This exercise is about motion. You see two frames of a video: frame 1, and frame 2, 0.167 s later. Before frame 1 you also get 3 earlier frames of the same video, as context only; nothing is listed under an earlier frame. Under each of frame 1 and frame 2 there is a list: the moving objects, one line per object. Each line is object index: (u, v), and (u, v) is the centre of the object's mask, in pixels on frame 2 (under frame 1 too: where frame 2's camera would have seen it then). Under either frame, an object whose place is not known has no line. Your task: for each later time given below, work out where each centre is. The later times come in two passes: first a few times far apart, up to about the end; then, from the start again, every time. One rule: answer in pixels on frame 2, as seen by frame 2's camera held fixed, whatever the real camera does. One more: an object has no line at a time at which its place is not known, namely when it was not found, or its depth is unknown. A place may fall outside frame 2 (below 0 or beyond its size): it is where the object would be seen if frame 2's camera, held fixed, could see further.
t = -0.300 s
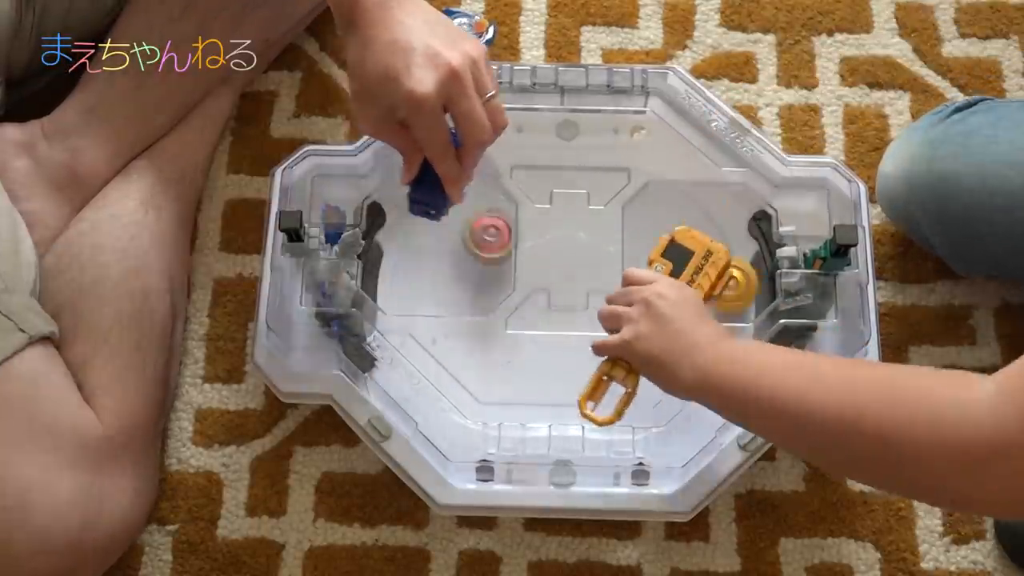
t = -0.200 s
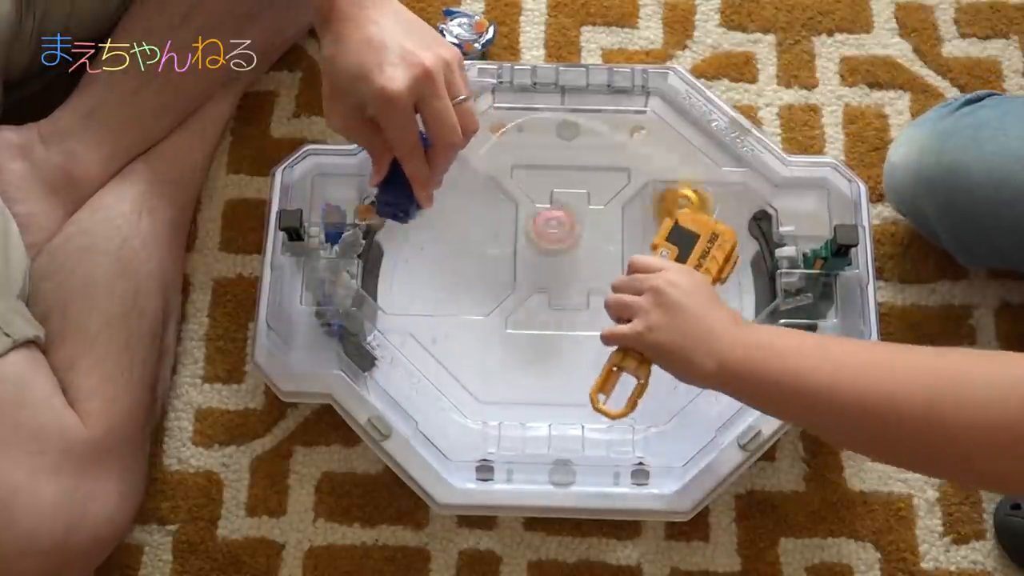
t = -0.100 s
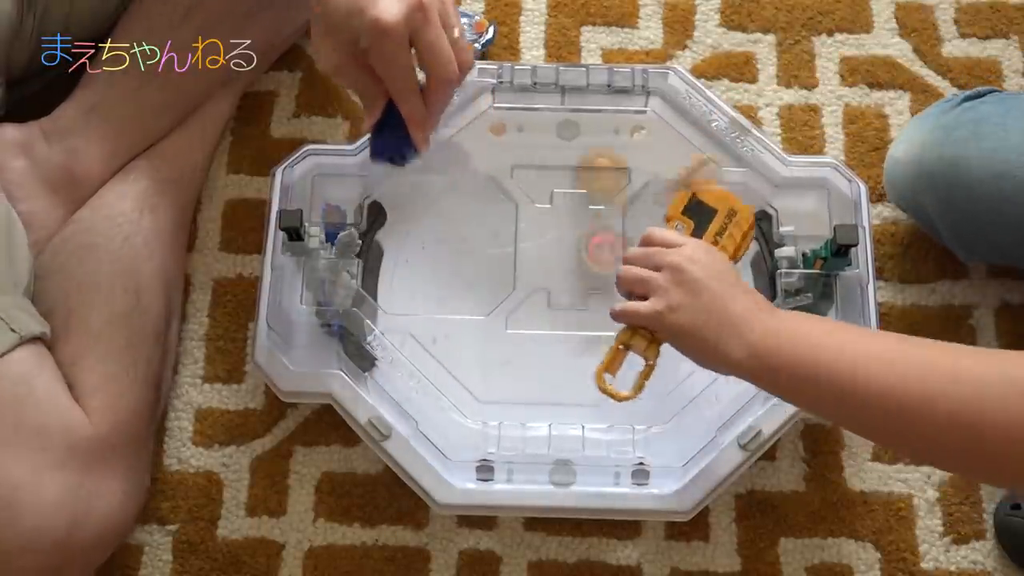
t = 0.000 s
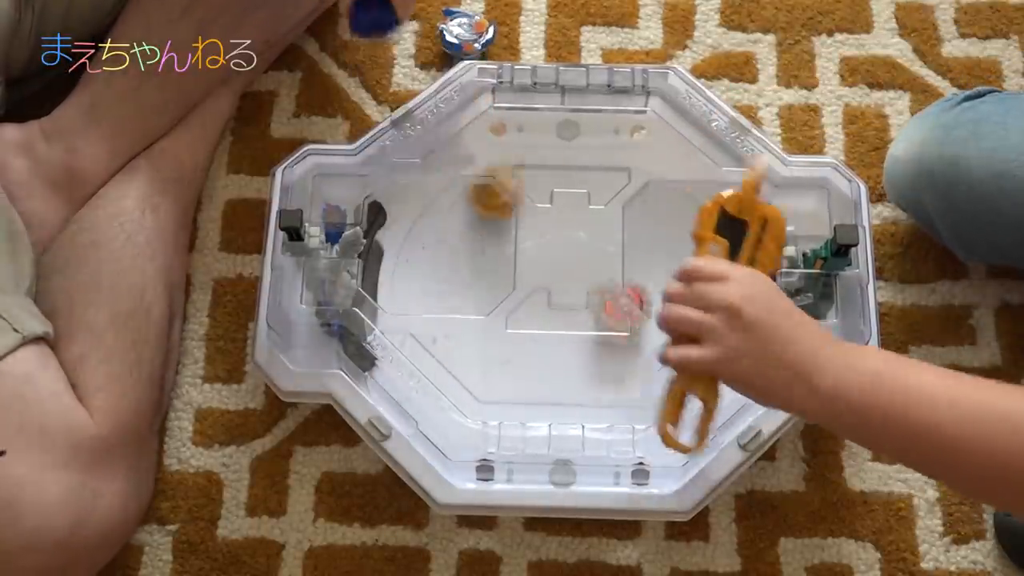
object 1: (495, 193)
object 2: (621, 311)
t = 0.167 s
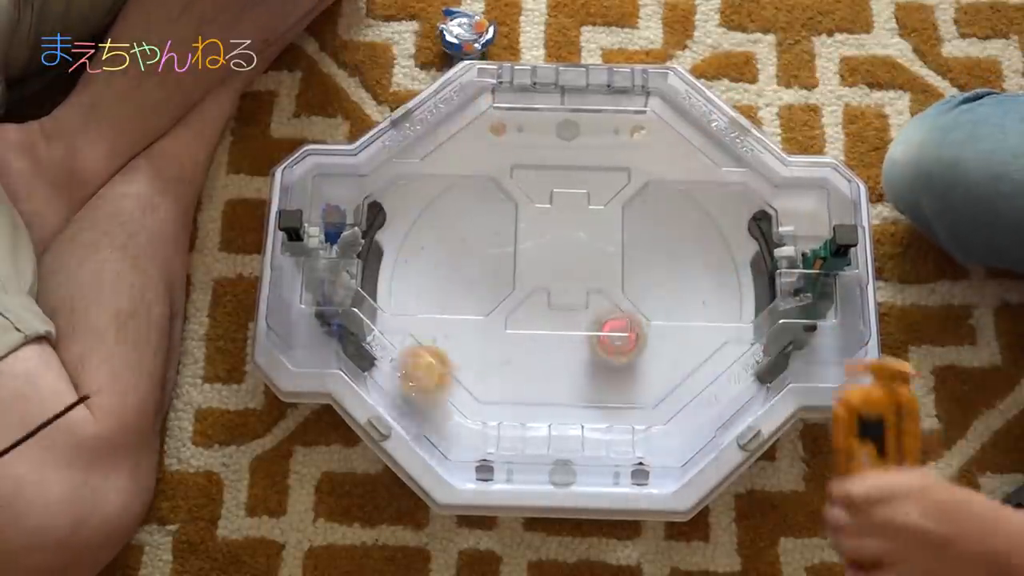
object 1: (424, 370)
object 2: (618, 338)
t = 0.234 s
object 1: (537, 419)
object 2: (609, 322)
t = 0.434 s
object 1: (726, 258)
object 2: (581, 284)
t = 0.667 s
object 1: (464, 201)
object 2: (580, 278)
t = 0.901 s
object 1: (547, 436)
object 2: (519, 256)
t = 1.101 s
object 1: (705, 327)
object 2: (485, 271)
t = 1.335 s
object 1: (488, 169)
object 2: (501, 304)
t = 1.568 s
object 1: (438, 371)
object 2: (545, 300)
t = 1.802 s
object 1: (605, 310)
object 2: (550, 253)
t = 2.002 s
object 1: (530, 160)
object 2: (528, 245)
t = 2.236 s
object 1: (415, 328)
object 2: (522, 266)
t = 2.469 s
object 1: (624, 330)
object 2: (561, 281)
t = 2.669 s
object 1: (661, 176)
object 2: (588, 265)
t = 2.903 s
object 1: (485, 192)
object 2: (588, 260)
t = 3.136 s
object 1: (547, 350)
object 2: (586, 270)
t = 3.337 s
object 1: (722, 324)
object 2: (601, 276)
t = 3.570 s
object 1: (656, 205)
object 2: (607, 276)
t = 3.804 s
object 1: (525, 245)
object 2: (603, 342)
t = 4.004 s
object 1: (547, 344)
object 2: (656, 380)
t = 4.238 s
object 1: (631, 318)
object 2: (728, 354)
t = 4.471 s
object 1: (522, 256)
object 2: (671, 276)
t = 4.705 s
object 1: (455, 328)
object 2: (585, 291)
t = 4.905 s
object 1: (520, 377)
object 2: (573, 329)
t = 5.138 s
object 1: (450, 380)
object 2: (728, 257)
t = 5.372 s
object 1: (462, 355)
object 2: (638, 189)
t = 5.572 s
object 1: (438, 276)
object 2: (557, 223)
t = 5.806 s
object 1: (429, 209)
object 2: (537, 271)
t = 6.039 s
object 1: (483, 215)
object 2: (543, 282)
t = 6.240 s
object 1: (565, 219)
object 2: (547, 281)
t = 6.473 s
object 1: (657, 248)
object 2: (555, 276)
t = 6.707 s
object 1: (728, 266)
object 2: (564, 277)
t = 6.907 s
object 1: (703, 279)
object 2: (572, 278)
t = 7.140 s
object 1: (631, 335)
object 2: (581, 276)
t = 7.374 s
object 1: (571, 385)
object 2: (585, 281)
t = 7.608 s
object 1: (543, 359)
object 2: (586, 284)
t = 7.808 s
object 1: (495, 304)
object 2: (588, 285)
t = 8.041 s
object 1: (447, 253)
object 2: (587, 284)
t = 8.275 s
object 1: (467, 253)
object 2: (583, 280)
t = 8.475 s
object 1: (525, 233)
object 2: (595, 292)
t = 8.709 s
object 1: (507, 148)
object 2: (724, 374)
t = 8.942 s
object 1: (529, 158)
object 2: (731, 361)
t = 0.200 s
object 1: (474, 409)
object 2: (613, 333)
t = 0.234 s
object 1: (537, 419)
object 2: (609, 322)
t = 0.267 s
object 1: (601, 403)
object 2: (605, 314)
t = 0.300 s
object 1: (659, 397)
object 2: (601, 307)
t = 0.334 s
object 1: (708, 376)
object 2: (595, 296)
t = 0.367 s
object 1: (721, 337)
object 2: (588, 289)
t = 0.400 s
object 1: (728, 297)
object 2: (583, 285)
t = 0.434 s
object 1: (726, 258)
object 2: (581, 284)
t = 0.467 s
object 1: (711, 224)
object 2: (581, 283)
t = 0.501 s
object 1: (689, 196)
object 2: (582, 283)
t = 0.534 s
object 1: (655, 172)
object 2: (584, 283)
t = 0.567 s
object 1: (610, 164)
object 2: (584, 282)
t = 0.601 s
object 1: (562, 166)
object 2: (584, 282)
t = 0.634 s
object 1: (509, 181)
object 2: (582, 280)
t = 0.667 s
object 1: (464, 201)
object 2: (580, 278)
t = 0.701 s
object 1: (427, 228)
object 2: (575, 276)
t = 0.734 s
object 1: (402, 265)
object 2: (569, 274)
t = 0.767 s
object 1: (395, 305)
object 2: (560, 265)
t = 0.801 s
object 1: (410, 352)
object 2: (550, 263)
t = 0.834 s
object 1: (445, 394)
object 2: (538, 259)
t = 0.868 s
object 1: (498, 421)
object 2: (530, 259)
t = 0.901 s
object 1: (547, 436)
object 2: (519, 256)
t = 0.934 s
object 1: (599, 436)
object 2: (511, 256)
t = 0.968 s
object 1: (646, 433)
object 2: (503, 257)
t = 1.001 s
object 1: (684, 424)
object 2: (498, 260)
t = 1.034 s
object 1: (701, 396)
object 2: (490, 263)
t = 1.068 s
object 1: (709, 360)
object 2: (487, 267)
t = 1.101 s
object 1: (705, 327)
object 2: (485, 271)
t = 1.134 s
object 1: (692, 297)
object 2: (484, 278)
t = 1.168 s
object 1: (674, 268)
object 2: (484, 283)
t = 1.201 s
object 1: (649, 242)
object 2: (485, 287)
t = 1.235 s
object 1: (617, 215)
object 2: (486, 290)
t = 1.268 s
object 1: (579, 195)
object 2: (489, 295)
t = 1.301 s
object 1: (533, 180)
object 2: (495, 300)
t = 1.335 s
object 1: (488, 169)
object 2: (501, 304)
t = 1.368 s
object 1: (453, 180)
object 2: (507, 307)
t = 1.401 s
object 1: (431, 207)
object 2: (512, 308)
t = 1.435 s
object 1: (411, 236)
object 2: (521, 308)
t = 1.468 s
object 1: (399, 270)
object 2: (528, 307)
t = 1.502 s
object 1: (411, 314)
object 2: (533, 306)
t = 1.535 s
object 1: (423, 346)
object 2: (537, 305)
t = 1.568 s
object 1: (438, 371)
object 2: (545, 300)
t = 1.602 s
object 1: (457, 390)
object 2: (549, 292)
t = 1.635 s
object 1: (480, 397)
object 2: (551, 284)
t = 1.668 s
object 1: (510, 396)
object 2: (553, 273)
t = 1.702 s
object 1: (539, 387)
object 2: (555, 265)
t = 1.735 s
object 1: (566, 368)
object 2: (554, 260)
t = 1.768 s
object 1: (587, 341)
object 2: (552, 257)
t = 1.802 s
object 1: (605, 310)
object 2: (550, 253)
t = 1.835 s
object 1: (613, 279)
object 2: (549, 248)
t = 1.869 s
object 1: (612, 249)
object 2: (546, 247)
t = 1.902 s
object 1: (601, 217)
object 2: (541, 246)
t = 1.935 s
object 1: (584, 190)
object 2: (538, 245)
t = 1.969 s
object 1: (560, 168)
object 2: (532, 243)
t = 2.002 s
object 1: (530, 160)
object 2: (528, 245)
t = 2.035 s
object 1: (494, 167)
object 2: (524, 246)
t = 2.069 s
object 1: (459, 185)
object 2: (520, 249)
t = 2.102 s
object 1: (430, 208)
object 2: (520, 252)
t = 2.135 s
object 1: (410, 237)
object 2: (520, 254)
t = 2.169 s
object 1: (402, 269)
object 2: (519, 259)
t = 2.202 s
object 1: (404, 300)
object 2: (519, 262)
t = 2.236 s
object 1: (415, 328)
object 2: (522, 266)
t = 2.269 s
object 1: (433, 350)
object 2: (526, 271)
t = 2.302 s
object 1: (459, 364)
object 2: (530, 272)
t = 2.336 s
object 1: (492, 372)
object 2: (535, 278)
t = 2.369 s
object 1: (526, 372)
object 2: (539, 279)
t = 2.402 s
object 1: (562, 361)
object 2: (546, 282)
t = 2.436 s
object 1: (595, 348)
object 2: (553, 282)
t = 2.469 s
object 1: (624, 330)
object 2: (561, 281)
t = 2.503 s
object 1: (648, 304)
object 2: (568, 278)
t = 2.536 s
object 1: (663, 280)
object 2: (576, 271)
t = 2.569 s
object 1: (673, 253)
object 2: (581, 268)
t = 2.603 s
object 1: (678, 224)
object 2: (585, 267)
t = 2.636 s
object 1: (676, 194)
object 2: (587, 266)
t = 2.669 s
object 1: (661, 176)
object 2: (588, 265)
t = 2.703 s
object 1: (634, 177)
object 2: (589, 262)
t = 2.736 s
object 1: (609, 173)
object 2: (589, 262)
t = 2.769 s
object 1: (585, 169)
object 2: (590, 262)
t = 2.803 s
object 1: (558, 169)
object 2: (589, 261)
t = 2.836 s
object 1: (533, 174)
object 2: (589, 261)
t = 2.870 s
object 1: (508, 179)
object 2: (588, 261)
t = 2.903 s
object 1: (485, 192)
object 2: (588, 260)
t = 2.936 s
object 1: (470, 209)
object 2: (586, 261)
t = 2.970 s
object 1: (465, 232)
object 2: (586, 261)
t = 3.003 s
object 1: (468, 258)
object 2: (585, 263)
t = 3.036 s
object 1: (477, 286)
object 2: (585, 264)
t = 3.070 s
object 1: (494, 312)
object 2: (585, 266)
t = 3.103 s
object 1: (519, 335)
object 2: (585, 268)
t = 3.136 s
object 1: (547, 350)
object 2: (586, 270)
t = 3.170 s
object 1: (580, 360)
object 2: (587, 272)
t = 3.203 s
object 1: (614, 365)
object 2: (589, 273)
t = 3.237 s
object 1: (647, 360)
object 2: (590, 278)
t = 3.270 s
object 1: (674, 351)
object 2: (591, 279)
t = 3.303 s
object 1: (700, 338)
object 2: (595, 279)
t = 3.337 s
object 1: (722, 324)
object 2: (601, 276)
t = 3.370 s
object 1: (738, 299)
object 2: (603, 277)
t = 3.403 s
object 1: (725, 278)
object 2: (604, 276)
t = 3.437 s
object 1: (710, 254)
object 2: (605, 276)
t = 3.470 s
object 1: (697, 236)
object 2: (607, 277)
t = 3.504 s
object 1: (687, 222)
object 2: (608, 276)
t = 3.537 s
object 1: (674, 212)
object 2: (608, 276)
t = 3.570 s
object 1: (656, 205)
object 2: (607, 276)
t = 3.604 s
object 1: (632, 204)
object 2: (606, 276)
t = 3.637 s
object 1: (609, 210)
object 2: (605, 277)
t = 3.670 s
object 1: (589, 219)
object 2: (605, 279)
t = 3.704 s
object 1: (572, 217)
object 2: (600, 302)
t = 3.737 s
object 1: (556, 226)
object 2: (600, 319)
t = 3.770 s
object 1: (540, 234)
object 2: (601, 330)
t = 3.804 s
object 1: (525, 245)
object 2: (603, 342)
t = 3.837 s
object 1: (515, 262)
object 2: (607, 353)
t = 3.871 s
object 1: (511, 282)
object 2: (614, 362)
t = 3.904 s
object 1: (515, 297)
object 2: (624, 373)
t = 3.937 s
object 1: (520, 316)
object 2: (635, 378)
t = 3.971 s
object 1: (533, 333)
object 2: (645, 379)
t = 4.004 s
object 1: (547, 344)
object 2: (656, 380)
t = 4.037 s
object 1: (564, 356)
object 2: (667, 381)
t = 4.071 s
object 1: (586, 360)
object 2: (677, 381)
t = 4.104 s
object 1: (605, 364)
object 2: (685, 380)
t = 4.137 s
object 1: (629, 363)
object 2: (693, 372)
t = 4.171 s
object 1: (634, 351)
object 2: (709, 371)
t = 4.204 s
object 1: (634, 337)
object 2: (721, 361)
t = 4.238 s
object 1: (631, 318)
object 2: (728, 354)
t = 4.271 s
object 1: (624, 305)
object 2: (730, 346)
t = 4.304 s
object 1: (611, 286)
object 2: (729, 325)
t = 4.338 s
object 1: (597, 277)
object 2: (721, 304)
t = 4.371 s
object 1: (580, 265)
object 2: (710, 296)
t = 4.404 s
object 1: (562, 260)
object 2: (698, 289)
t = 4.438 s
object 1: (542, 255)
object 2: (686, 280)
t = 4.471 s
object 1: (522, 256)
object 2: (671, 276)
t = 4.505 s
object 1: (503, 256)
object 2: (658, 272)
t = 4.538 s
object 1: (487, 263)
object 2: (646, 272)
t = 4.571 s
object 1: (473, 271)
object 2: (631, 275)
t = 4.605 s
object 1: (461, 285)
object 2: (619, 275)
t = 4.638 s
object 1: (455, 294)
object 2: (606, 281)
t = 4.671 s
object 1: (453, 313)
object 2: (595, 286)
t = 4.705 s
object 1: (455, 328)
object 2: (585, 291)
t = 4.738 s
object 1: (464, 345)
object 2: (577, 297)
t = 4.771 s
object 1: (476, 354)
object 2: (565, 310)
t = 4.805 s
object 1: (494, 363)
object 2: (556, 323)
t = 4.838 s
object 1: (504, 367)
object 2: (555, 330)
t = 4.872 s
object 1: (512, 374)
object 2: (565, 329)
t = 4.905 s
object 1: (520, 377)
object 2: (573, 329)
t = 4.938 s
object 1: (533, 375)
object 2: (580, 331)
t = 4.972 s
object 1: (535, 374)
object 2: (596, 329)
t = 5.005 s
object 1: (515, 376)
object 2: (634, 318)
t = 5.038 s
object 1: (496, 378)
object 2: (668, 301)
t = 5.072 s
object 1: (480, 378)
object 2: (693, 292)
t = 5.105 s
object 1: (463, 379)
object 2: (714, 274)
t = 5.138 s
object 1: (450, 380)
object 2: (728, 257)
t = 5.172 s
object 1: (439, 381)
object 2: (730, 240)
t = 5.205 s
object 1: (447, 377)
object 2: (722, 224)
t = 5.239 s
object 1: (458, 376)
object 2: (708, 213)
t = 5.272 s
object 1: (465, 376)
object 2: (688, 205)
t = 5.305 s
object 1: (466, 374)
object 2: (671, 198)
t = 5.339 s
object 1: (464, 366)
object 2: (650, 188)
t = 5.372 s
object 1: (462, 355)
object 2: (638, 189)
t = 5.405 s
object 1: (457, 343)
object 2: (621, 185)
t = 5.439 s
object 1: (454, 330)
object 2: (608, 190)
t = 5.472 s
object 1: (449, 317)
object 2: (591, 194)
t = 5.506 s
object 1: (445, 303)
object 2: (577, 203)
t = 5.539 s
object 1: (441, 288)
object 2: (567, 211)
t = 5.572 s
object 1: (438, 276)
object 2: (557, 223)
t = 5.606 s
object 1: (436, 264)
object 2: (548, 229)
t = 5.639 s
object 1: (434, 252)
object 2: (539, 238)
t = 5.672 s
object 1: (432, 240)
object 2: (534, 247)
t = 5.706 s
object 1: (430, 230)
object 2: (533, 255)
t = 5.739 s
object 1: (429, 220)
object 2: (533, 262)
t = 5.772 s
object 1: (429, 212)
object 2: (534, 267)
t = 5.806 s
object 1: (429, 209)
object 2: (537, 271)
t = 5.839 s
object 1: (432, 209)
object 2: (540, 274)
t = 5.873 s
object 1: (438, 207)
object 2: (545, 283)
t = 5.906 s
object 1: (445, 207)
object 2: (549, 285)
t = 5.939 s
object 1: (452, 208)
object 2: (549, 285)
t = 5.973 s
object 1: (460, 210)
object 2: (546, 283)
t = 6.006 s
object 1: (471, 212)
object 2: (543, 282)
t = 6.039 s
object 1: (483, 215)
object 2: (543, 282)
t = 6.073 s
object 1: (493, 217)
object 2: (542, 281)
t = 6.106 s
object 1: (510, 217)
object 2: (544, 281)
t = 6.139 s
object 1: (523, 219)
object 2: (544, 280)
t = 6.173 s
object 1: (538, 219)
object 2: (546, 281)
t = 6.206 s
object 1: (551, 219)
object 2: (547, 281)
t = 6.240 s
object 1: (565, 219)
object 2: (547, 281)
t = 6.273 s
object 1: (576, 226)
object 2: (547, 280)
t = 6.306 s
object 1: (589, 230)
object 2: (548, 279)
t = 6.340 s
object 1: (604, 234)
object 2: (551, 279)
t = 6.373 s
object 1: (617, 238)
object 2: (550, 277)
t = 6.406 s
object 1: (631, 242)
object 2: (552, 275)
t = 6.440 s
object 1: (647, 245)
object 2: (554, 276)
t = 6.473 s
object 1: (657, 248)
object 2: (555, 276)
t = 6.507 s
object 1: (669, 251)
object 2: (556, 275)
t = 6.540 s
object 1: (681, 255)
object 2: (557, 275)
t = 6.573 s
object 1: (693, 258)
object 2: (560, 276)
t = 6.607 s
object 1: (703, 260)
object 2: (561, 277)
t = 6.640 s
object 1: (713, 262)
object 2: (562, 277)
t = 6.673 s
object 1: (722, 264)
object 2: (562, 275)
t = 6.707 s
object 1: (728, 266)
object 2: (564, 277)
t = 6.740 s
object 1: (728, 266)
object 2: (566, 277)
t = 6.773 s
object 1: (727, 266)
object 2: (567, 277)
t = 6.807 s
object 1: (724, 268)
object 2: (567, 278)
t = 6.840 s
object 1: (720, 270)
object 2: (569, 277)
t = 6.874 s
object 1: (712, 274)
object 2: (571, 271)
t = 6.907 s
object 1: (703, 279)
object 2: (572, 278)
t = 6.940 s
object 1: (692, 285)
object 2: (575, 271)
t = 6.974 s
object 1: (680, 293)
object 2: (575, 275)
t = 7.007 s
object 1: (671, 300)
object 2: (575, 279)
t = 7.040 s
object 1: (660, 312)
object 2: (579, 272)
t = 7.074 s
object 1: (652, 320)
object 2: (579, 274)
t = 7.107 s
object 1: (642, 328)
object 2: (580, 276)
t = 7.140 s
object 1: (631, 335)
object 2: (581, 276)
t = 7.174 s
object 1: (621, 343)
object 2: (582, 276)
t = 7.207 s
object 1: (610, 351)
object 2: (583, 278)
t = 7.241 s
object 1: (599, 359)
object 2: (584, 279)
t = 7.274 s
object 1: (589, 367)
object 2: (585, 279)
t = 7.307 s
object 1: (581, 375)
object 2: (585, 279)
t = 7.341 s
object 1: (575, 381)
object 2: (585, 279)
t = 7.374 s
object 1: (571, 385)
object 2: (585, 281)
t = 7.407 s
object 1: (568, 391)
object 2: (585, 281)
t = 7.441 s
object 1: (566, 386)
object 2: (585, 282)
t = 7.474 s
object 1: (563, 383)
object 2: (585, 282)
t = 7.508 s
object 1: (558, 379)
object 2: (586, 283)
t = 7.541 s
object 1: (553, 375)
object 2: (586, 283)
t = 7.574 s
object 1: (549, 368)
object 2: (586, 284)
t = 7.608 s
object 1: (543, 359)
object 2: (586, 284)
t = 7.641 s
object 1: (537, 348)
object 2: (587, 284)
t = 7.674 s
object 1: (529, 336)
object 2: (587, 284)
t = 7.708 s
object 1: (518, 328)
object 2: (588, 285)
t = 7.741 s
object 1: (508, 319)
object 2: (588, 285)
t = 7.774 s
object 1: (501, 311)
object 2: (588, 285)
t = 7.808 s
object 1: (495, 304)
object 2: (588, 285)
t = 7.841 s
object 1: (487, 294)
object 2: (588, 286)
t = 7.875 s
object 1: (479, 284)
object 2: (588, 285)
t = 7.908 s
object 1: (470, 276)
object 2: (588, 285)
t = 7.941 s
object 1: (461, 271)
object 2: (588, 285)
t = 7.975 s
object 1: (455, 264)
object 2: (588, 285)
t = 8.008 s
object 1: (451, 259)
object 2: (587, 284)
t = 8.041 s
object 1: (447, 253)
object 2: (587, 284)
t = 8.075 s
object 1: (444, 251)
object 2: (587, 283)
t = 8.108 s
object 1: (442, 250)
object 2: (587, 282)
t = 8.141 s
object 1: (444, 251)
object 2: (586, 282)
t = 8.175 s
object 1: (448, 252)
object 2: (585, 281)
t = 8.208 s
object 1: (455, 252)
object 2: (584, 281)
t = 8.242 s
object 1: (461, 252)
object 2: (583, 281)
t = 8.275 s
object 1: (467, 253)
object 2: (583, 280)
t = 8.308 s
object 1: (478, 254)
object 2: (582, 280)
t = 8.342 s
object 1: (489, 254)
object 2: (582, 279)
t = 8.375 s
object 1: (500, 252)
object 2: (581, 279)
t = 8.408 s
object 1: (513, 251)
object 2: (580, 279)
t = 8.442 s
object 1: (523, 251)
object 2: (580, 279)
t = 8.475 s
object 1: (525, 233)
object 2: (595, 292)
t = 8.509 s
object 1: (515, 203)
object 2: (624, 327)
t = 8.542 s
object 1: (508, 183)
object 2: (648, 349)
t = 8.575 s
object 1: (504, 165)
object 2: (673, 367)
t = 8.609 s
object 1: (503, 161)
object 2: (698, 381)
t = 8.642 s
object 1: (504, 153)
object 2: (709, 381)
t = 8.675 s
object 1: (505, 150)
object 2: (717, 378)
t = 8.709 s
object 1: (507, 148)
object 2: (724, 374)
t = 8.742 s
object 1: (505, 149)
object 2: (730, 371)
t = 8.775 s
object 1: (502, 144)
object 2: (738, 371)
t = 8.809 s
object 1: (511, 141)
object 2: (744, 366)
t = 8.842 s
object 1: (517, 139)
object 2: (741, 368)
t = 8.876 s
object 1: (525, 142)
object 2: (737, 364)
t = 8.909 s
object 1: (528, 148)
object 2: (732, 366)
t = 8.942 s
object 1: (529, 158)
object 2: (731, 361)
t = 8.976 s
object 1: (526, 163)
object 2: (730, 358)
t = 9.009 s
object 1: (527, 173)
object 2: (728, 360)
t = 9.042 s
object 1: (527, 193)
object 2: (726, 353)
